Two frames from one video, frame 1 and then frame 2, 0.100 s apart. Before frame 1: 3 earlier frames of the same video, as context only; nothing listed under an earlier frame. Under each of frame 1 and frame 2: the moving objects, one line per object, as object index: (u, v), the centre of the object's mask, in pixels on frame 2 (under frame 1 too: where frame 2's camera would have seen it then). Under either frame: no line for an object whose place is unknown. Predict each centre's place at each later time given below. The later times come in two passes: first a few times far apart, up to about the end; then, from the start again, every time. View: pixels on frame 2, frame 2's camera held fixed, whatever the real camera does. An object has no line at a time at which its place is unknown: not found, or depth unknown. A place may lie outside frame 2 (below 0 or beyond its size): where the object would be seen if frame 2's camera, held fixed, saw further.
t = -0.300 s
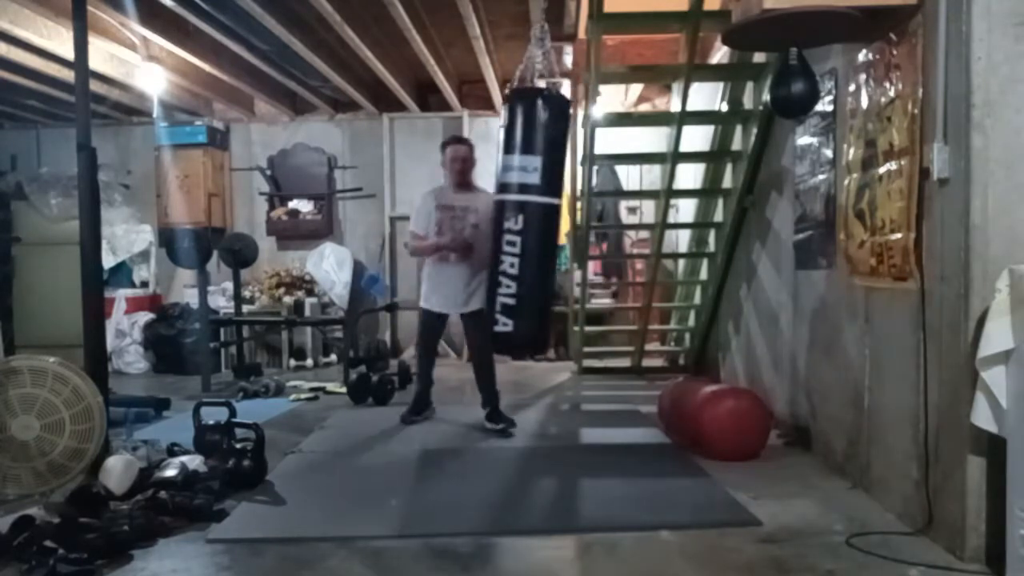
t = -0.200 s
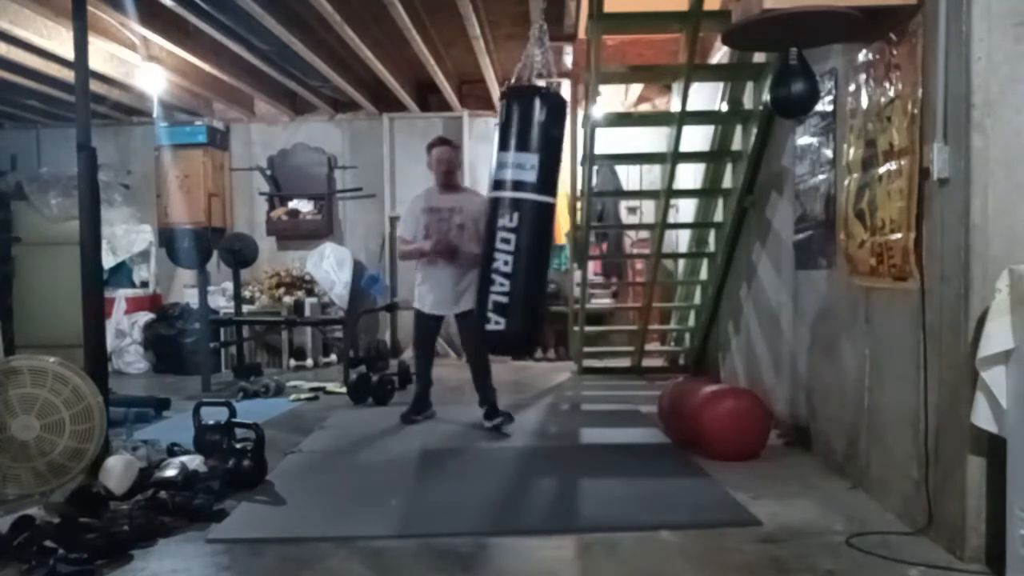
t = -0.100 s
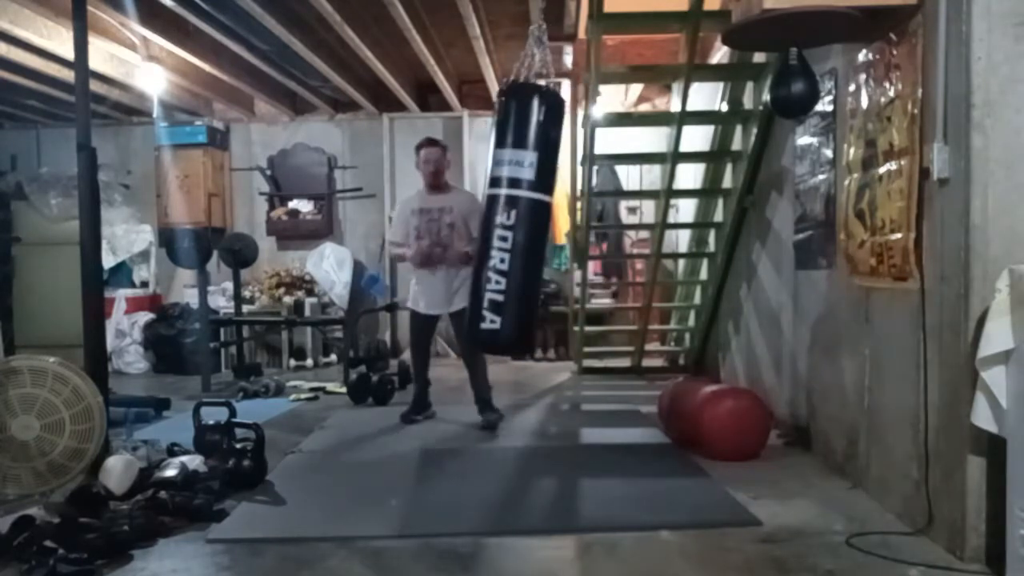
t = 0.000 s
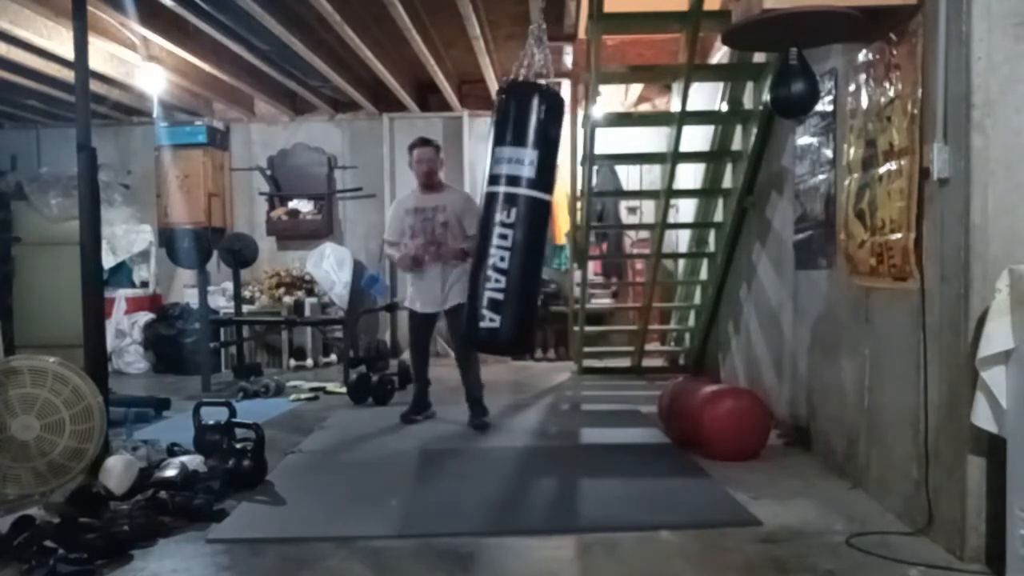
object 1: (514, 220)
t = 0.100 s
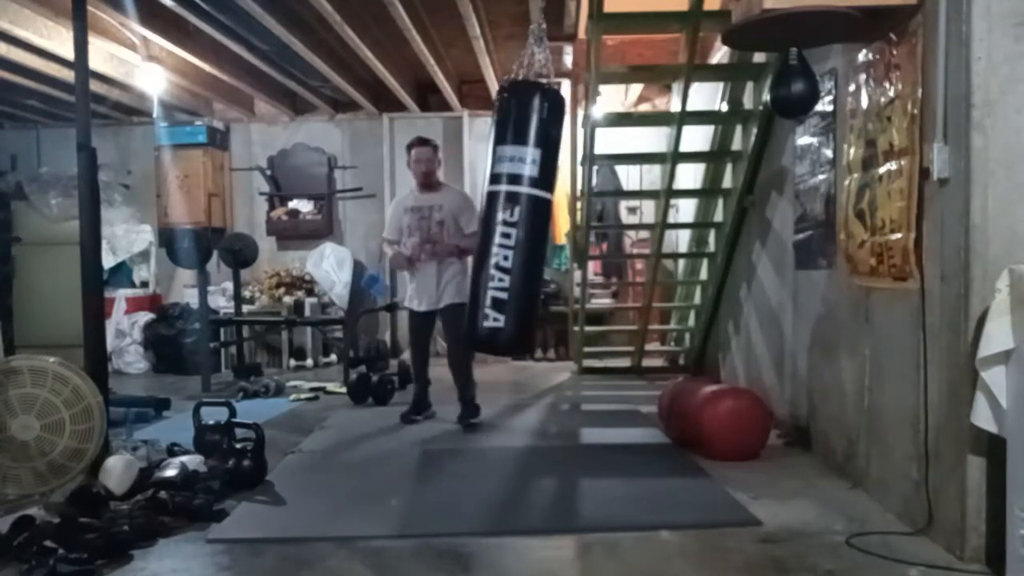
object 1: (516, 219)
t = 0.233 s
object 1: (522, 221)
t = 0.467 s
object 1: (542, 223)
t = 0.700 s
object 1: (565, 222)
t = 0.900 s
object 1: (579, 220)
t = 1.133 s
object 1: (583, 219)
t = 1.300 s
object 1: (577, 219)
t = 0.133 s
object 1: (516, 220)
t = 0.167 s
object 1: (518, 220)
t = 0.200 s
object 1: (520, 221)
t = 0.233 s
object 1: (522, 221)
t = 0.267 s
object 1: (524, 221)
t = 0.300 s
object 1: (527, 222)
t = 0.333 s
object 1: (530, 222)
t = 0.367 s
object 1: (533, 222)
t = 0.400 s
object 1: (536, 223)
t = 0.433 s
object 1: (539, 223)
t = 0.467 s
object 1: (542, 223)
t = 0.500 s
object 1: (546, 224)
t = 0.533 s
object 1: (549, 224)
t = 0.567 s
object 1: (552, 223)
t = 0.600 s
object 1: (556, 223)
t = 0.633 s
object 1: (559, 223)
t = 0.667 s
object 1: (563, 222)
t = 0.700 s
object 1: (565, 222)
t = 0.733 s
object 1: (568, 221)
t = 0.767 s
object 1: (571, 221)
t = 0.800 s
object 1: (573, 221)
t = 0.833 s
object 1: (576, 221)
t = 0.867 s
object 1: (578, 220)
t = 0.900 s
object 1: (579, 220)
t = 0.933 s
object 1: (581, 220)
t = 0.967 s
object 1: (582, 220)
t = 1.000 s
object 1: (583, 219)
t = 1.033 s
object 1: (583, 219)
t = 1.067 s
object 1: (583, 219)
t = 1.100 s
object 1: (583, 219)
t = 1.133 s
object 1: (583, 219)
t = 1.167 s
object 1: (583, 218)
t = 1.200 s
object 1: (582, 218)
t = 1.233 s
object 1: (580, 218)
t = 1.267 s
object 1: (579, 219)
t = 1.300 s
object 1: (577, 219)
